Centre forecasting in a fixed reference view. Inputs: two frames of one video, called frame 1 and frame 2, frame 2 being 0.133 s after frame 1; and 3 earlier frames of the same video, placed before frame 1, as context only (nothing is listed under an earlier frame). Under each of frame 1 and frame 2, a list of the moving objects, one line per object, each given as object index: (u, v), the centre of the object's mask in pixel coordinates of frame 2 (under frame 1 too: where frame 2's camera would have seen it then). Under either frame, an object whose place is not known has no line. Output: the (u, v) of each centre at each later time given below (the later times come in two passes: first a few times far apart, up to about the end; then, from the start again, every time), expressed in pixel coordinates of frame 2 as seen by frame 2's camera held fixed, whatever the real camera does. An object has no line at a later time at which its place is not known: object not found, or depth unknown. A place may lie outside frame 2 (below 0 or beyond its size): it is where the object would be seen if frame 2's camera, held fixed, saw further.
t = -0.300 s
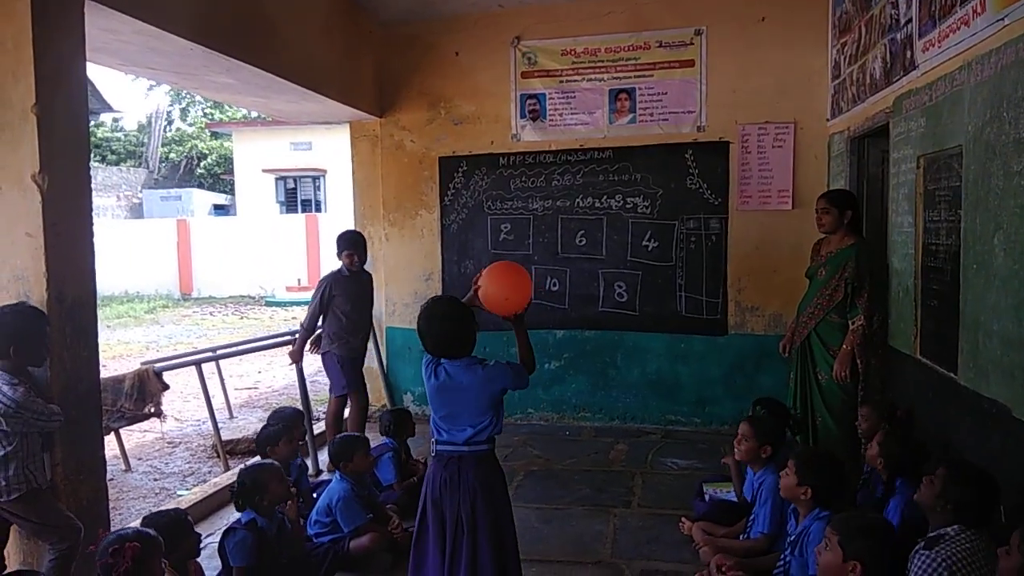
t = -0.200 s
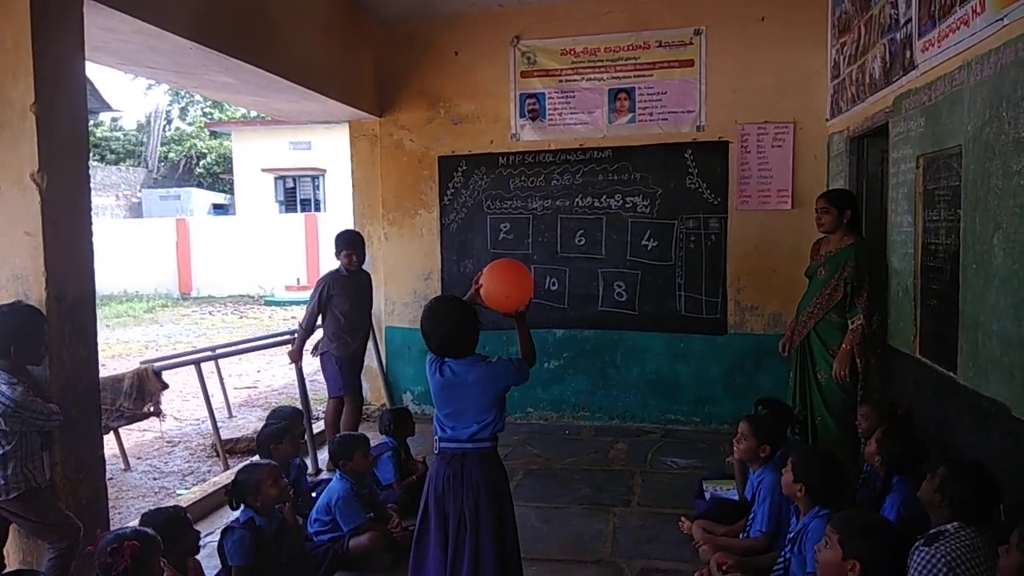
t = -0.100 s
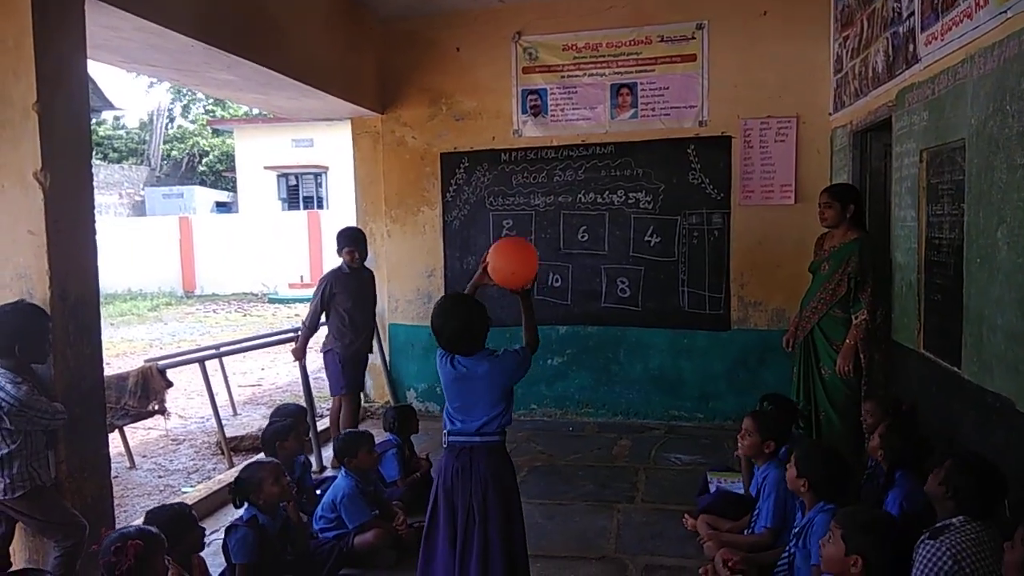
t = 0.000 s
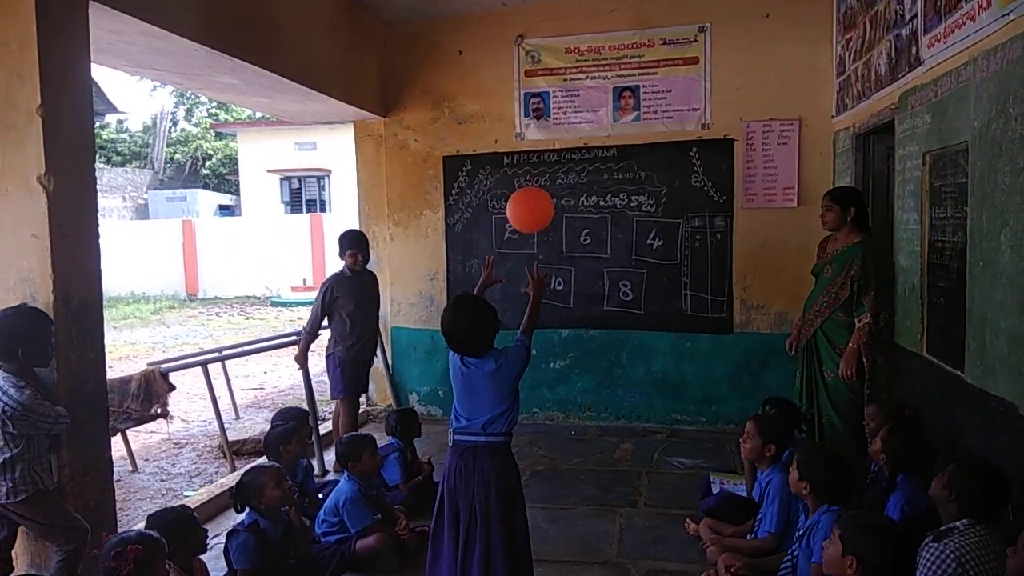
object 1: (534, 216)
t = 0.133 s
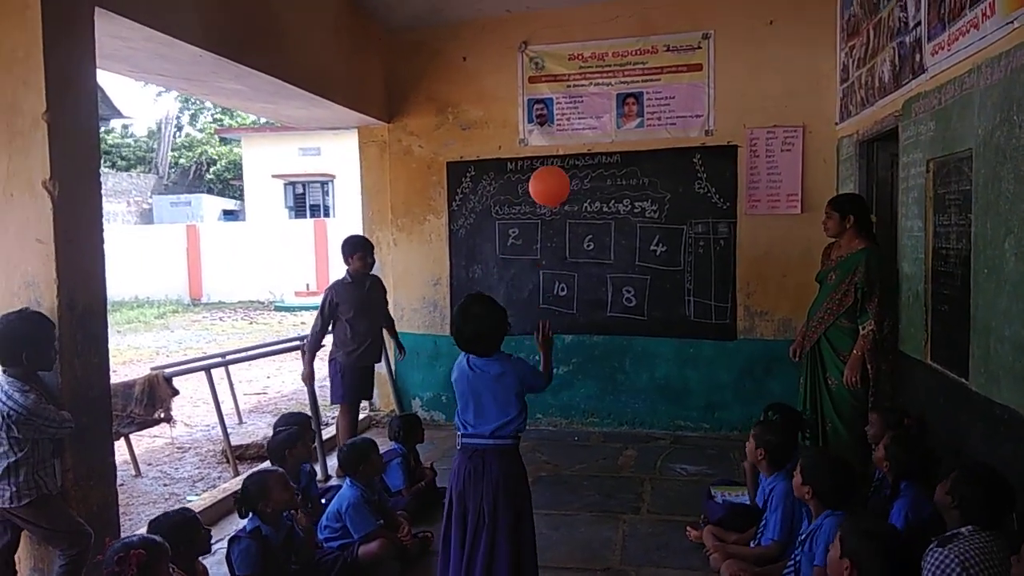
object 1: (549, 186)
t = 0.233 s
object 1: (559, 195)
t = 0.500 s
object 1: (581, 295)
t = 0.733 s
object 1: (602, 433)
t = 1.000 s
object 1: (600, 364)
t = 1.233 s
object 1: (599, 376)
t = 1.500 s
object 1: (601, 403)
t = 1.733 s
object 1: (600, 413)
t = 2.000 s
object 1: (592, 408)
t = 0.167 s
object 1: (552, 186)
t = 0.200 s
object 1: (556, 189)
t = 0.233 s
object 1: (559, 195)
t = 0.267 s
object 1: (562, 202)
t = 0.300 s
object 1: (564, 211)
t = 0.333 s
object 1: (567, 222)
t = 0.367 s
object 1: (570, 234)
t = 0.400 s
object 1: (572, 248)
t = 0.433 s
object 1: (575, 263)
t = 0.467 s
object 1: (578, 279)
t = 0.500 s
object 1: (581, 295)
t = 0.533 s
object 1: (583, 313)
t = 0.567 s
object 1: (586, 331)
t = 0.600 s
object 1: (589, 350)
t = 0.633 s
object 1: (592, 370)
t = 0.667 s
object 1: (595, 390)
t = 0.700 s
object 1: (599, 411)
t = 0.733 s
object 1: (602, 433)
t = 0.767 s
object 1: (603, 430)
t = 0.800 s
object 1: (602, 416)
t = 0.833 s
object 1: (602, 403)
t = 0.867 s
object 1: (601, 392)
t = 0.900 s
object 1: (601, 383)
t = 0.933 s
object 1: (601, 375)
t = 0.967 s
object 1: (600, 369)
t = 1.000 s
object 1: (600, 364)
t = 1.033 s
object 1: (600, 361)
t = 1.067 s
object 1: (599, 360)
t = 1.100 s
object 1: (599, 360)
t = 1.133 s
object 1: (599, 362)
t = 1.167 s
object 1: (599, 365)
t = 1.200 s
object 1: (599, 370)
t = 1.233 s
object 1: (599, 376)
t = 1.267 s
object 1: (599, 384)
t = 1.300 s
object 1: (599, 393)
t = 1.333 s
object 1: (599, 403)
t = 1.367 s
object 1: (599, 415)
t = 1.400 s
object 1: (600, 420)
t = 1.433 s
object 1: (600, 413)
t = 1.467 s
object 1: (600, 407)
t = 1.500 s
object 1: (601, 403)
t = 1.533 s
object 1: (601, 400)
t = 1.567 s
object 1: (602, 398)
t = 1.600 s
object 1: (601, 398)
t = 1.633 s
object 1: (601, 399)
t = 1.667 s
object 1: (601, 402)
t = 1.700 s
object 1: (600, 407)
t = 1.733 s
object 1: (600, 413)
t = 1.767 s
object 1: (600, 420)
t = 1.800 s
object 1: (599, 420)
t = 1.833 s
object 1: (597, 414)
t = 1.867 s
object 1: (597, 410)
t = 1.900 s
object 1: (595, 407)
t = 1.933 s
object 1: (594, 406)
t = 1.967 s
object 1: (593, 406)
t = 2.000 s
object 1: (592, 408)
